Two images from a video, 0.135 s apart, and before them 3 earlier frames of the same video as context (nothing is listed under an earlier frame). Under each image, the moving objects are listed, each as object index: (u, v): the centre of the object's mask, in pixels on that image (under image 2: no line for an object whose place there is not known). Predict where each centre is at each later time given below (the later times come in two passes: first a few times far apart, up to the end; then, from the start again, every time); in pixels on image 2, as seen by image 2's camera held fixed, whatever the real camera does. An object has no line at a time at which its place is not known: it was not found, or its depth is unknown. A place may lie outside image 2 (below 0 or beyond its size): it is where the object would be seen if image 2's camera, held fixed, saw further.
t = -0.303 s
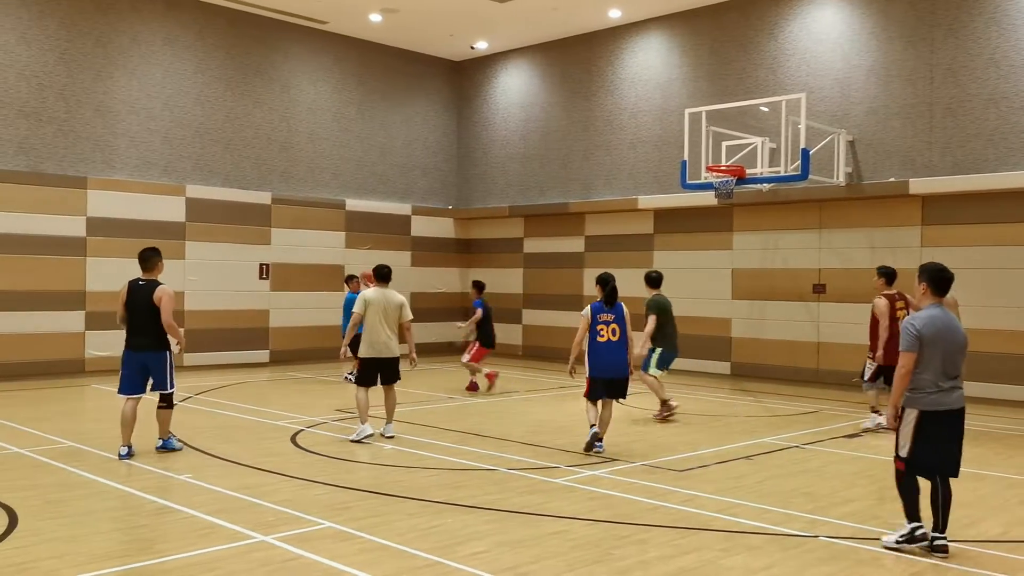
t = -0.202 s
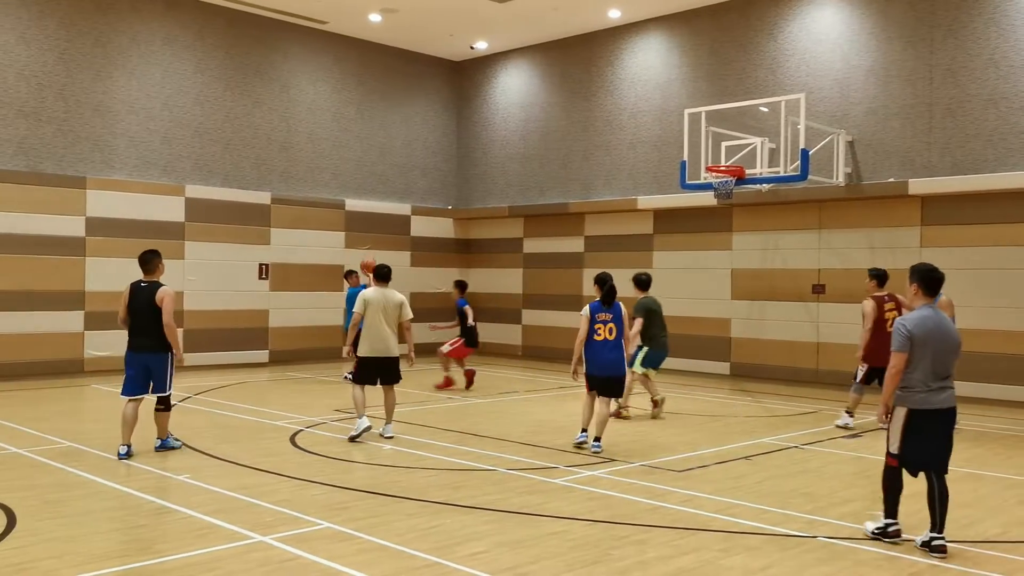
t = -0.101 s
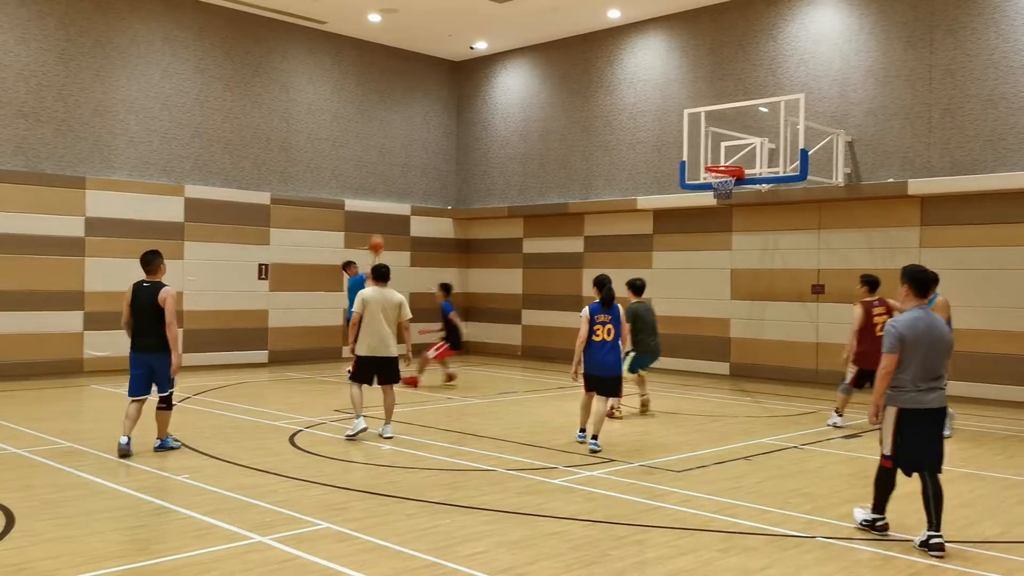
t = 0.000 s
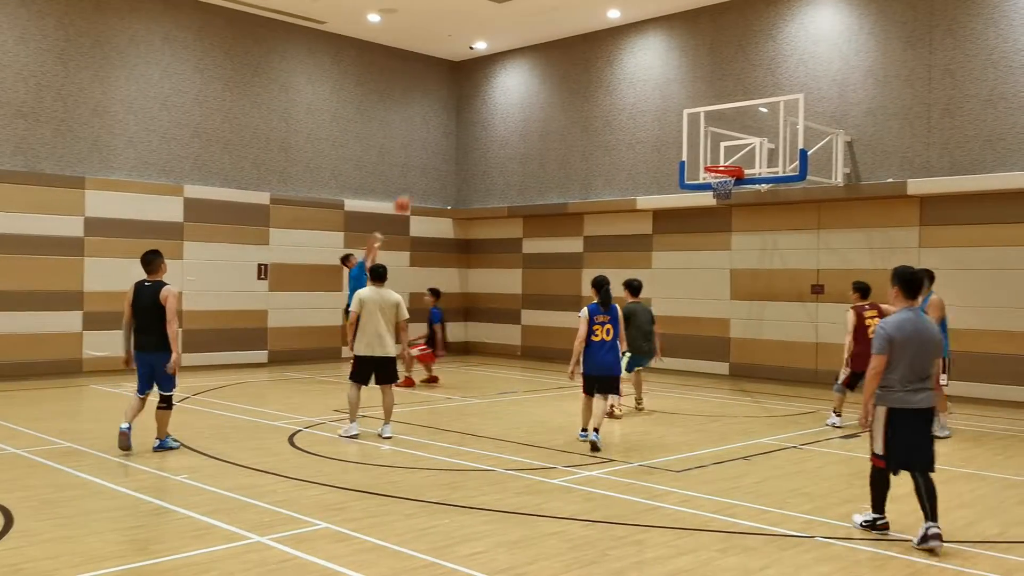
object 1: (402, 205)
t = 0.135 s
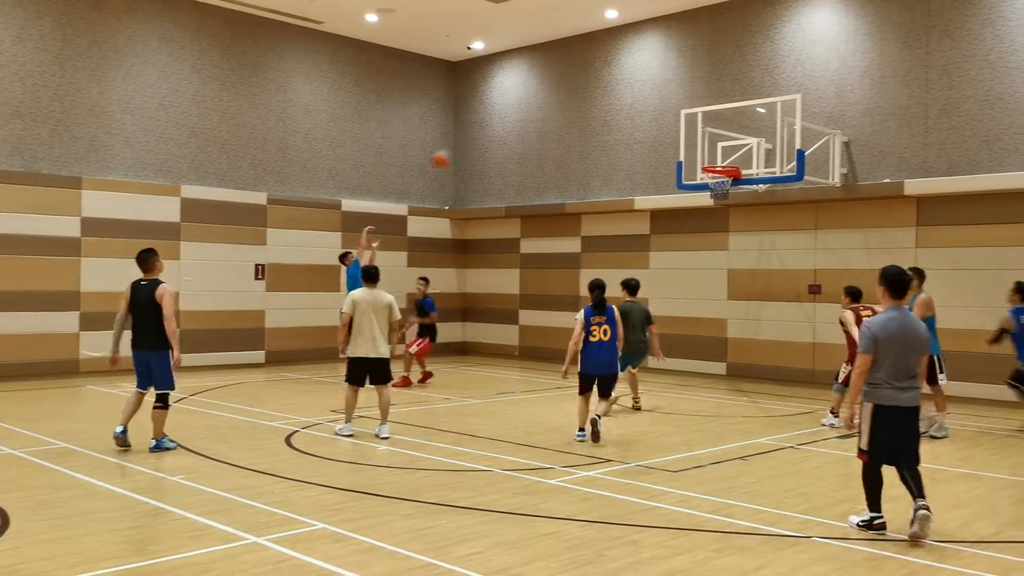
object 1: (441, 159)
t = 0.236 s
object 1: (471, 132)
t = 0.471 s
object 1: (544, 95)
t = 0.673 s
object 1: (608, 93)
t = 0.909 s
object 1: (684, 126)
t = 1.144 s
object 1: (728, 141)
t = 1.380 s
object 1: (723, 118)
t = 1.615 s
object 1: (718, 138)
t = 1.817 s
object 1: (712, 201)
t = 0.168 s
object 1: (452, 149)
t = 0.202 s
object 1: (461, 141)
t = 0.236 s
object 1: (471, 132)
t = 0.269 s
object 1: (482, 125)
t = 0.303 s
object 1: (492, 118)
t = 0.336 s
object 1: (502, 112)
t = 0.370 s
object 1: (512, 107)
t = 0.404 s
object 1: (523, 102)
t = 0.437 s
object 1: (534, 98)
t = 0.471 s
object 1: (544, 95)
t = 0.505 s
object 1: (555, 92)
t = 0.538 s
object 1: (565, 91)
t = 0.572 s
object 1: (576, 91)
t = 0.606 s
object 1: (586, 91)
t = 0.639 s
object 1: (597, 91)
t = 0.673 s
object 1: (608, 93)
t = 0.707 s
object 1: (618, 94)
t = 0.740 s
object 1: (629, 97)
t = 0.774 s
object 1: (640, 102)
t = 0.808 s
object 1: (651, 107)
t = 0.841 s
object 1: (662, 112)
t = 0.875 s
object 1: (673, 118)
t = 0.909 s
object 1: (684, 126)
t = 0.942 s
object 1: (696, 134)
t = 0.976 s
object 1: (708, 143)
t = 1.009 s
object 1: (719, 153)
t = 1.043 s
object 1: (729, 159)
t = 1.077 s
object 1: (728, 155)
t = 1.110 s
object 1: (727, 147)
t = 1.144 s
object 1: (728, 141)
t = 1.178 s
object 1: (727, 134)
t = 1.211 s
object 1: (726, 130)
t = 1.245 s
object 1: (726, 125)
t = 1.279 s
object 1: (725, 122)
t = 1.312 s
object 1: (725, 120)
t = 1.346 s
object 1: (724, 119)
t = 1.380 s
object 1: (723, 118)
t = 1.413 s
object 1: (722, 118)
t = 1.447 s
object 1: (722, 118)
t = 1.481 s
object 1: (721, 119)
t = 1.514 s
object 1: (720, 123)
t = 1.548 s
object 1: (720, 127)
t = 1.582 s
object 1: (719, 132)
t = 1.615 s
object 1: (718, 138)
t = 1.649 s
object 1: (717, 145)
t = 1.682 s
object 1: (715, 154)
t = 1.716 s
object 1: (714, 163)
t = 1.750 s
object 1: (713, 175)
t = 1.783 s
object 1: (712, 186)
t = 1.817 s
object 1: (712, 201)
